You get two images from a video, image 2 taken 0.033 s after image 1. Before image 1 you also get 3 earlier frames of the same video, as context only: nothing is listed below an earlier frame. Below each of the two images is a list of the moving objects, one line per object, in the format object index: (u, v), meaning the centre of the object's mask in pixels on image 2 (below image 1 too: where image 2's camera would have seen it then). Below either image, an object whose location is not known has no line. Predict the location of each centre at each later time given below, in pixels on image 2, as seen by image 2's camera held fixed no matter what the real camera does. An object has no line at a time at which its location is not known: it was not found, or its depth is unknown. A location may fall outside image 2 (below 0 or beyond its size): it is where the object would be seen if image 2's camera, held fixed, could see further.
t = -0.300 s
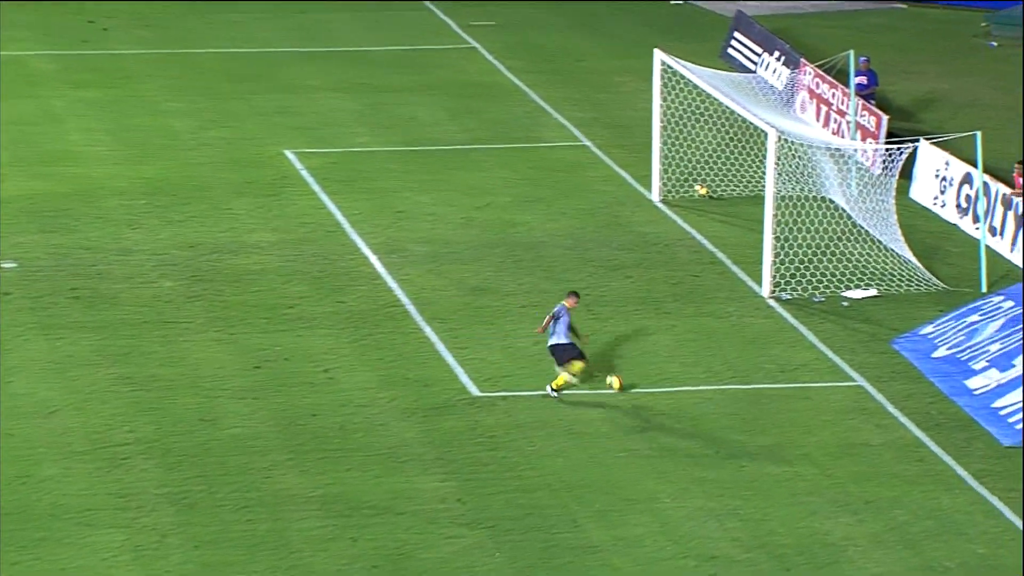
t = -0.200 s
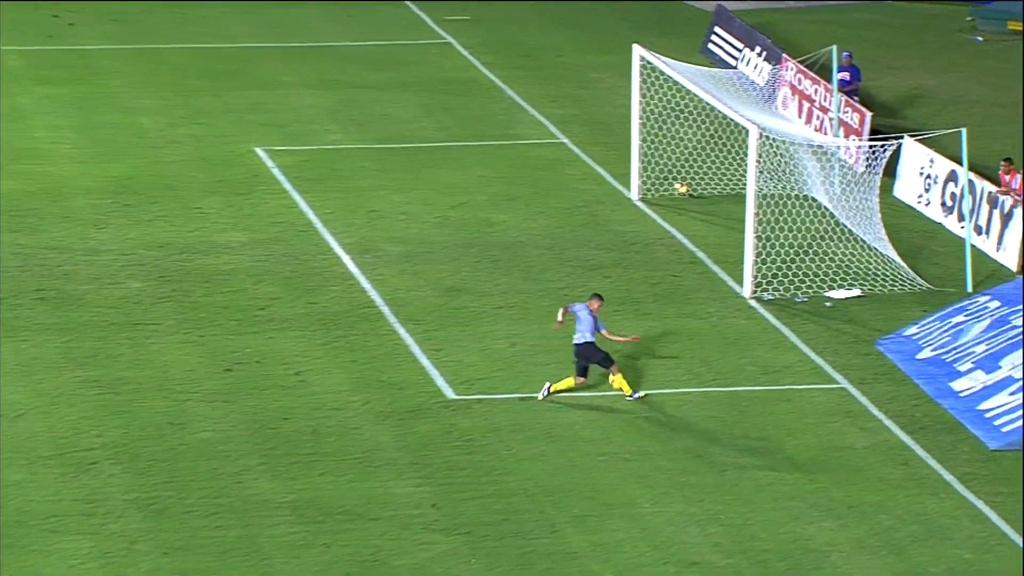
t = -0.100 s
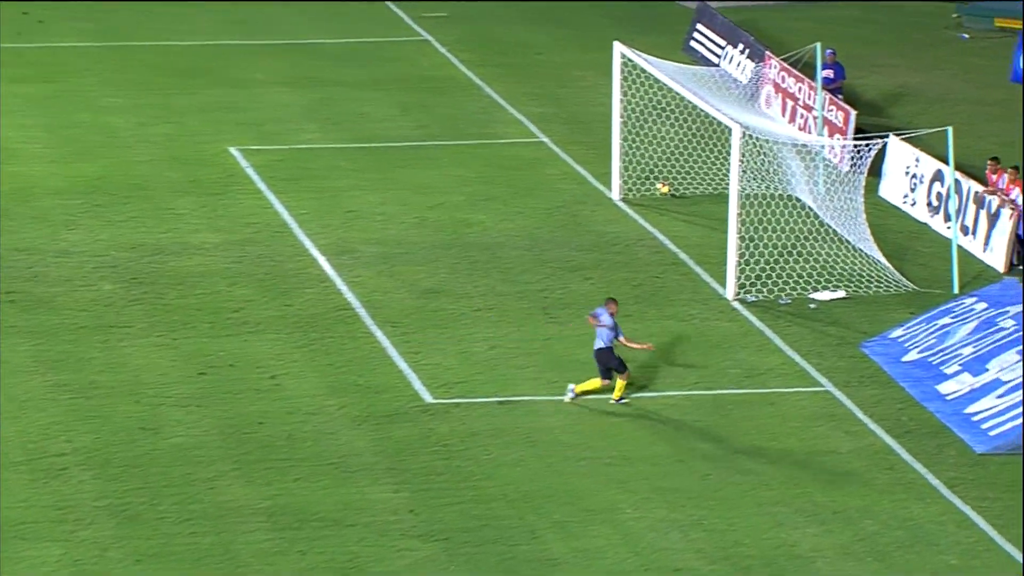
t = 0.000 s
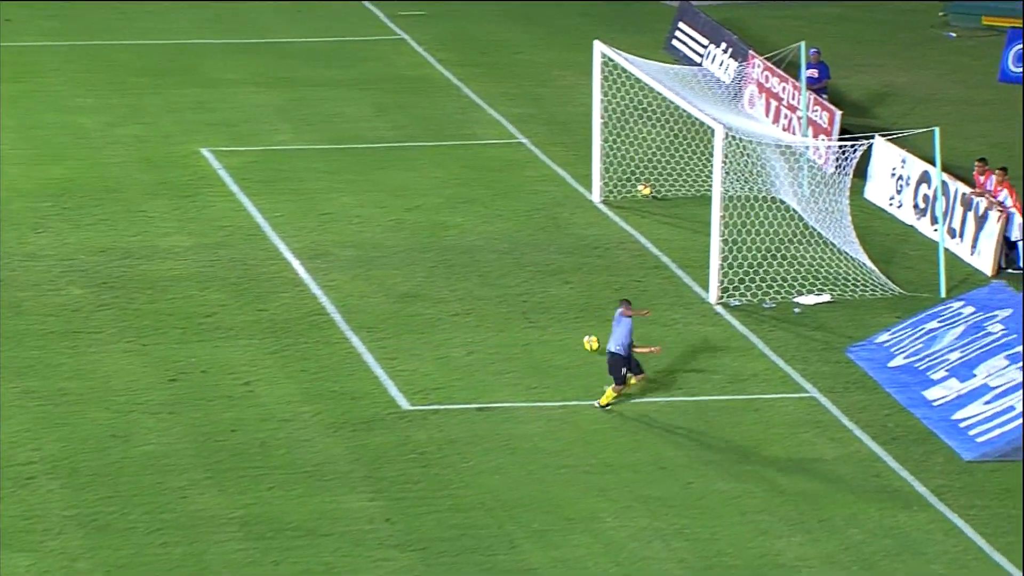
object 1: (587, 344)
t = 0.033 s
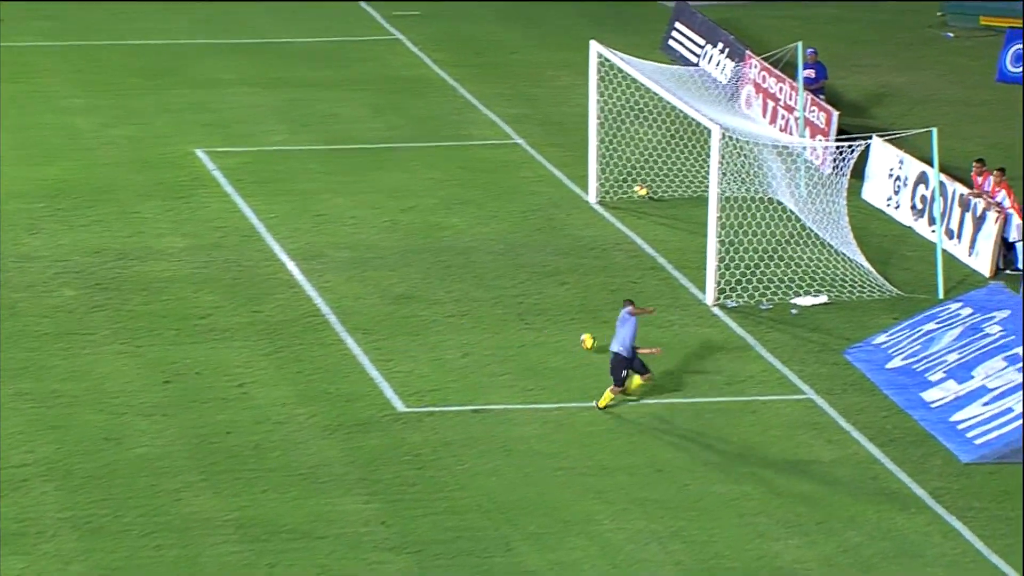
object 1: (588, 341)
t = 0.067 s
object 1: (590, 335)
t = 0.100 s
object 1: (591, 332)
